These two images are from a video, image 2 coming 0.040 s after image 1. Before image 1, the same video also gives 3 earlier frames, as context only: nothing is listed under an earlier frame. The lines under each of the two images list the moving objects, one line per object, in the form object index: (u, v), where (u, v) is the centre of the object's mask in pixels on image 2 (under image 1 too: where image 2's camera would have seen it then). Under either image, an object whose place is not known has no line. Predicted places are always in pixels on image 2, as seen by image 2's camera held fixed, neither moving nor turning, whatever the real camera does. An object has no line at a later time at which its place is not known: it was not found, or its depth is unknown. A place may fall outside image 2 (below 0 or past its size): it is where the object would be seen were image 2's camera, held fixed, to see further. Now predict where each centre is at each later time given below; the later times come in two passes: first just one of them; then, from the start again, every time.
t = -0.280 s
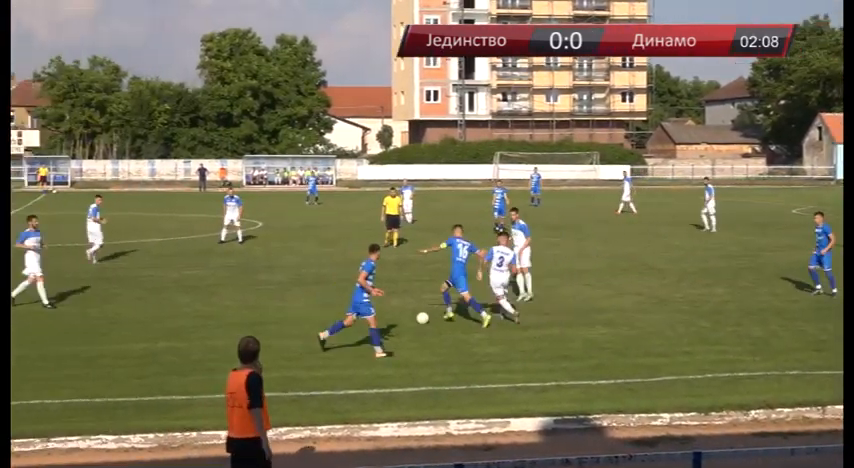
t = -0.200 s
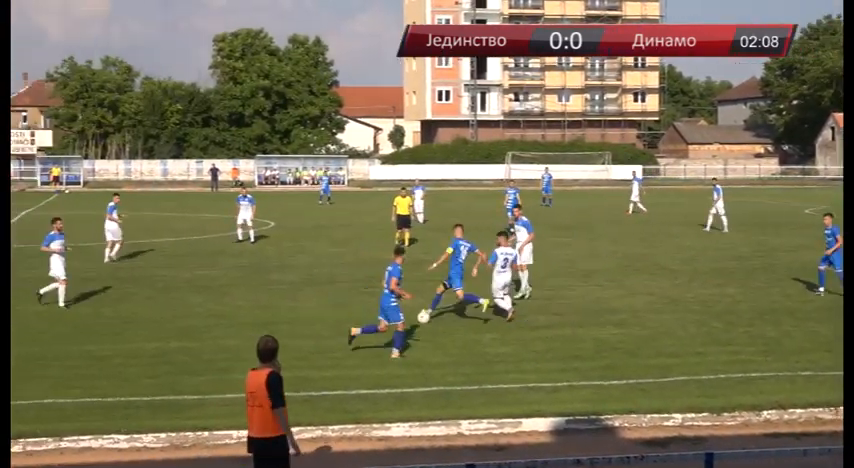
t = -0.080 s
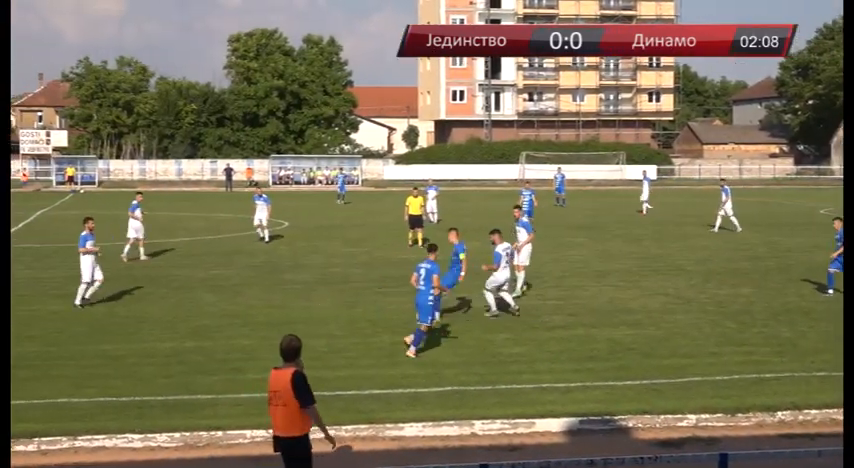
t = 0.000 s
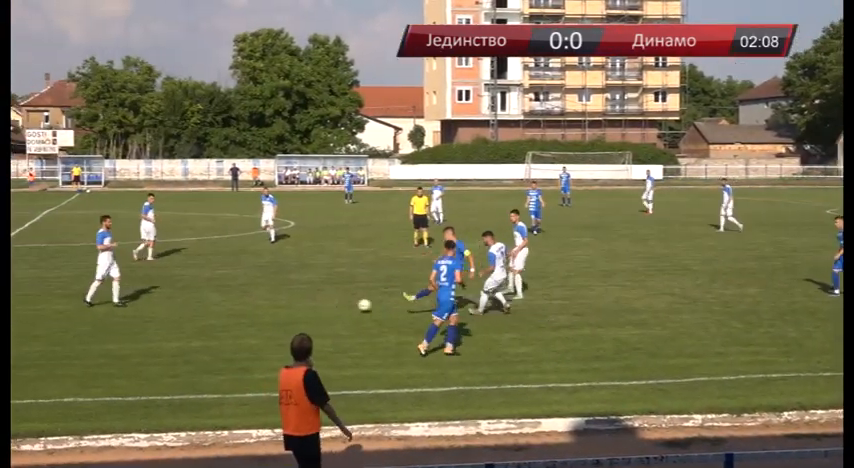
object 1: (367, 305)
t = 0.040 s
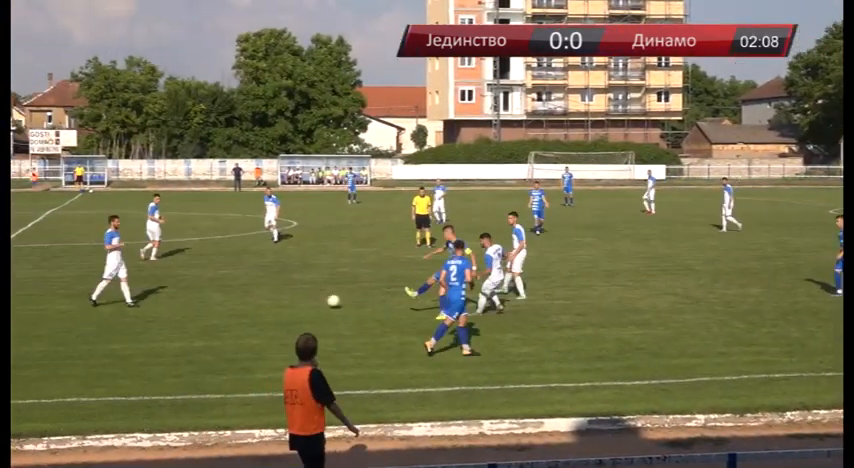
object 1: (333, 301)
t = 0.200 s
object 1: (223, 288)
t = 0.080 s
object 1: (302, 298)
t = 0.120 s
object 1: (272, 296)
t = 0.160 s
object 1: (245, 294)
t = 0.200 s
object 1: (223, 288)
